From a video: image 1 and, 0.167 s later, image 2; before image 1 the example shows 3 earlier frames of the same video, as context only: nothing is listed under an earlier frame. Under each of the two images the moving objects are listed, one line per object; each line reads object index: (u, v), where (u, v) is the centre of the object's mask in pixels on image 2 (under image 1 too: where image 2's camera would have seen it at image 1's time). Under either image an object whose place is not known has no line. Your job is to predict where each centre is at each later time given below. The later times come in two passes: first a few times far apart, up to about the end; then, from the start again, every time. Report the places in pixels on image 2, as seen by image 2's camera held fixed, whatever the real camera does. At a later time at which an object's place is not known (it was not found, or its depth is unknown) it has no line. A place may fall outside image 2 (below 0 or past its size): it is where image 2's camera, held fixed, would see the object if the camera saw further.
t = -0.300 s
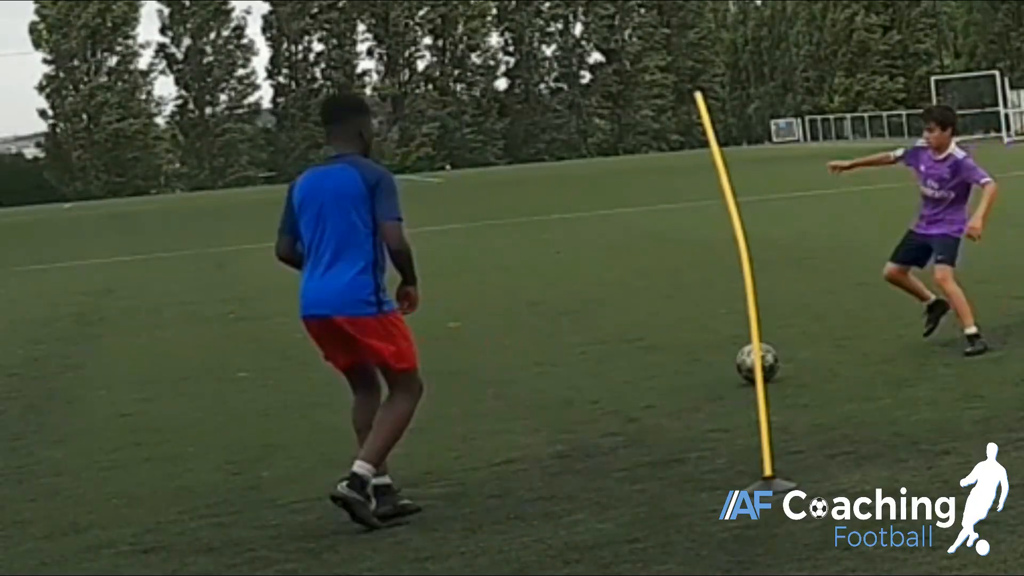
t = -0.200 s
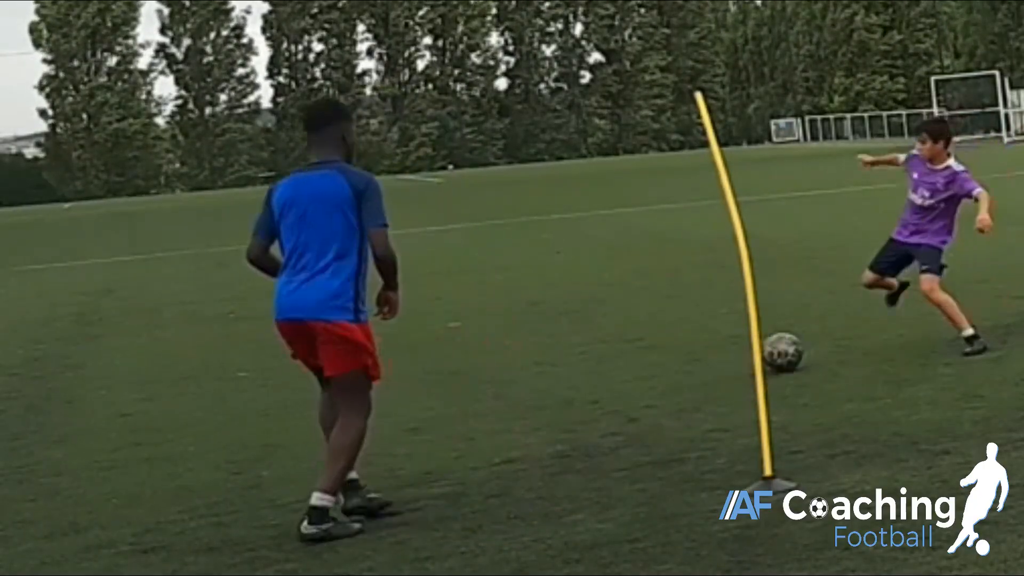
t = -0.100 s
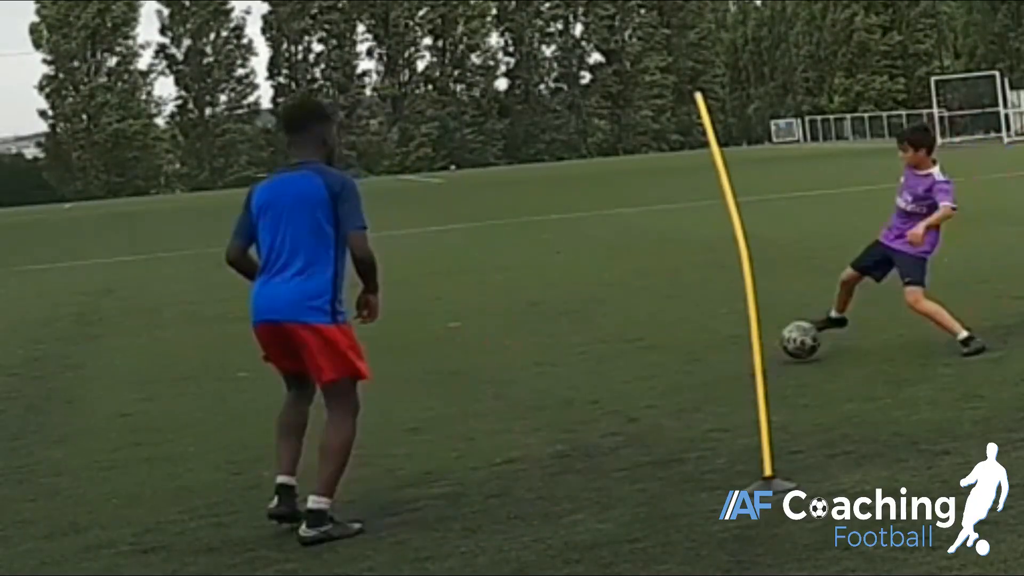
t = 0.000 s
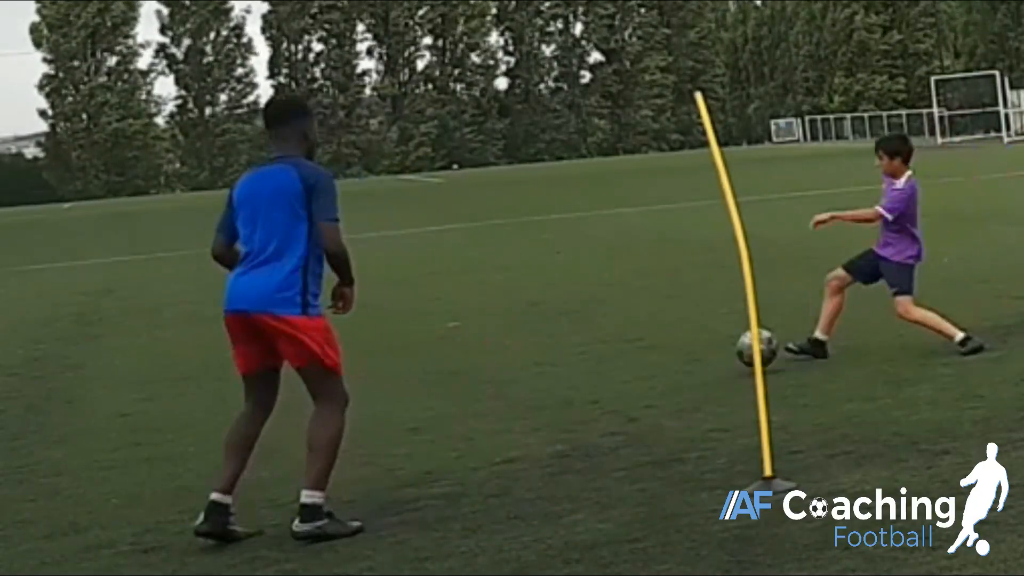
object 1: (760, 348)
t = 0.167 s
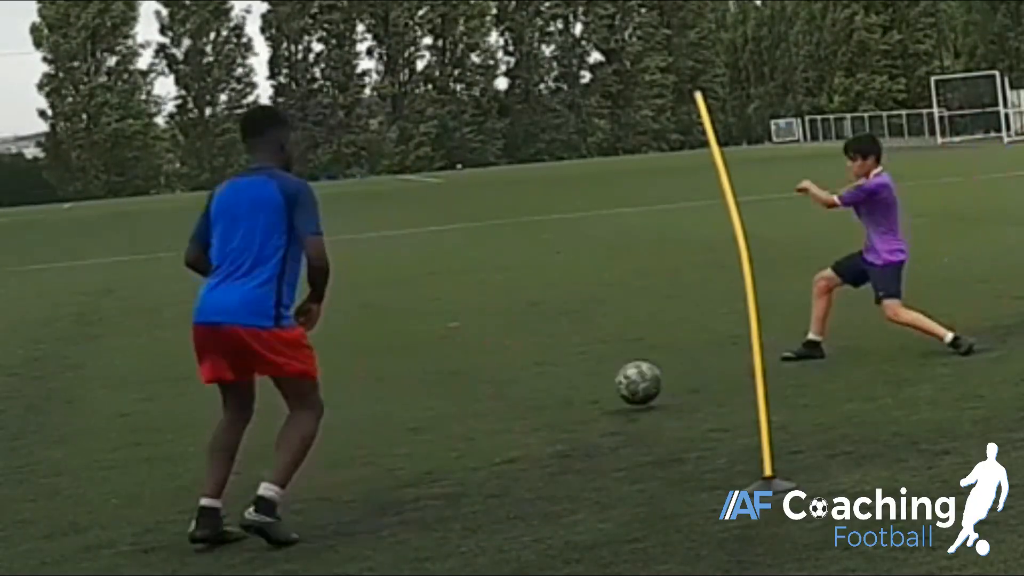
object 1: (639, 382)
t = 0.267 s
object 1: (566, 409)
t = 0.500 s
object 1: (402, 454)
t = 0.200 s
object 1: (614, 391)
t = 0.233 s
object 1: (590, 401)
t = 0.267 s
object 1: (566, 409)
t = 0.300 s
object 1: (543, 411)
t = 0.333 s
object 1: (520, 414)
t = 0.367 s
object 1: (495, 421)
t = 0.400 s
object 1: (471, 430)
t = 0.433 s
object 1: (446, 443)
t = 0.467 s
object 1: (423, 451)
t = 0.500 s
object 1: (402, 454)
